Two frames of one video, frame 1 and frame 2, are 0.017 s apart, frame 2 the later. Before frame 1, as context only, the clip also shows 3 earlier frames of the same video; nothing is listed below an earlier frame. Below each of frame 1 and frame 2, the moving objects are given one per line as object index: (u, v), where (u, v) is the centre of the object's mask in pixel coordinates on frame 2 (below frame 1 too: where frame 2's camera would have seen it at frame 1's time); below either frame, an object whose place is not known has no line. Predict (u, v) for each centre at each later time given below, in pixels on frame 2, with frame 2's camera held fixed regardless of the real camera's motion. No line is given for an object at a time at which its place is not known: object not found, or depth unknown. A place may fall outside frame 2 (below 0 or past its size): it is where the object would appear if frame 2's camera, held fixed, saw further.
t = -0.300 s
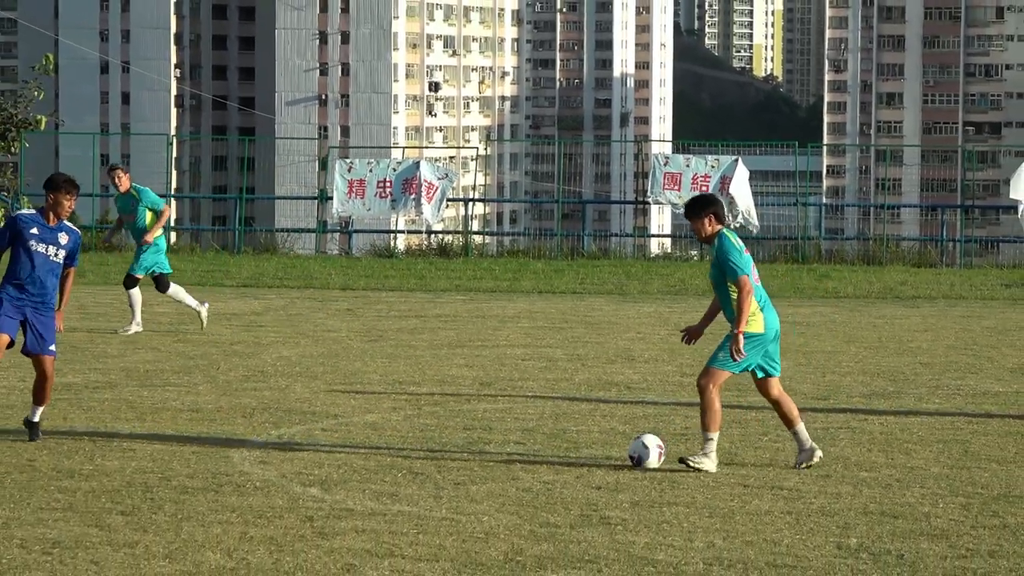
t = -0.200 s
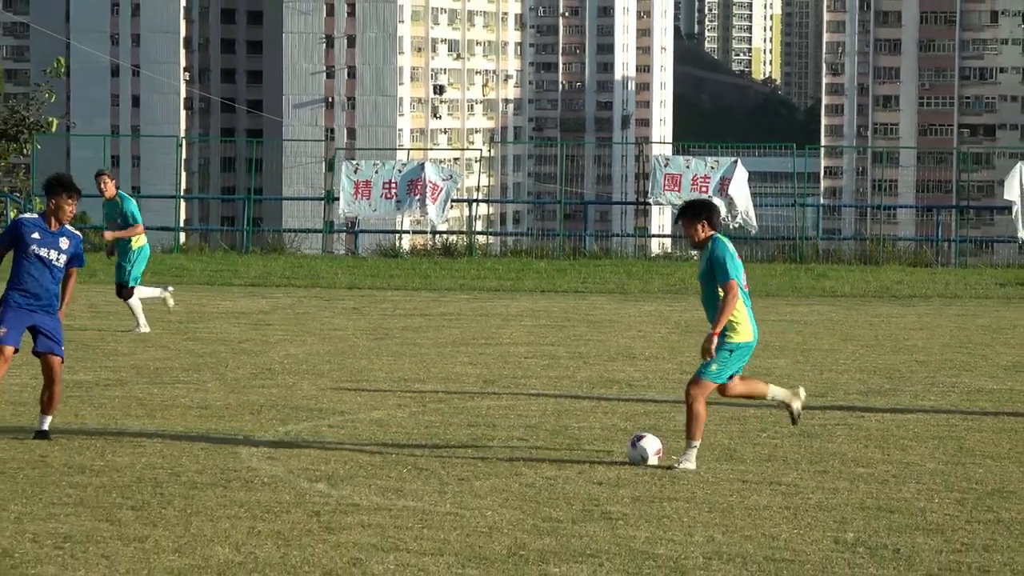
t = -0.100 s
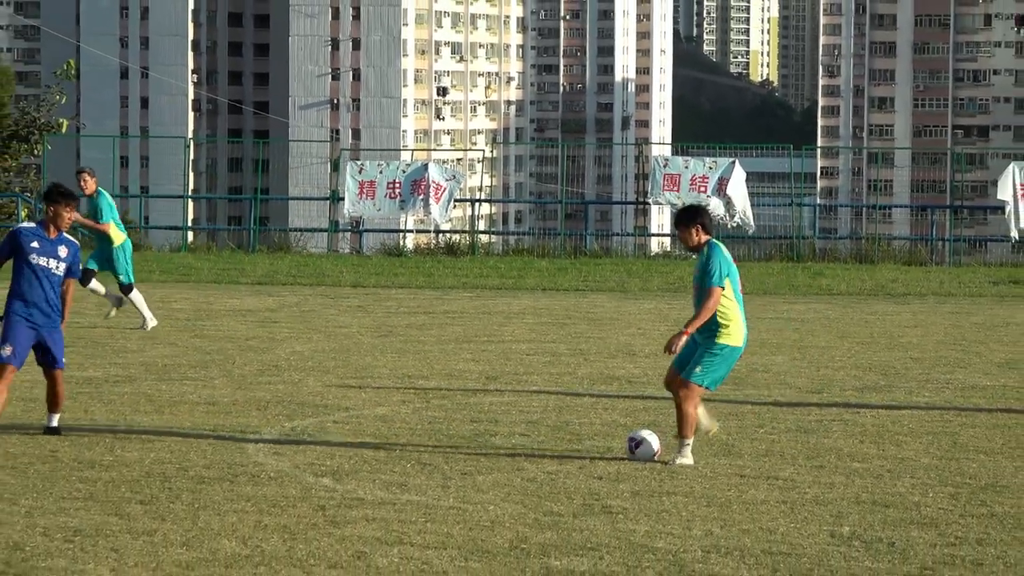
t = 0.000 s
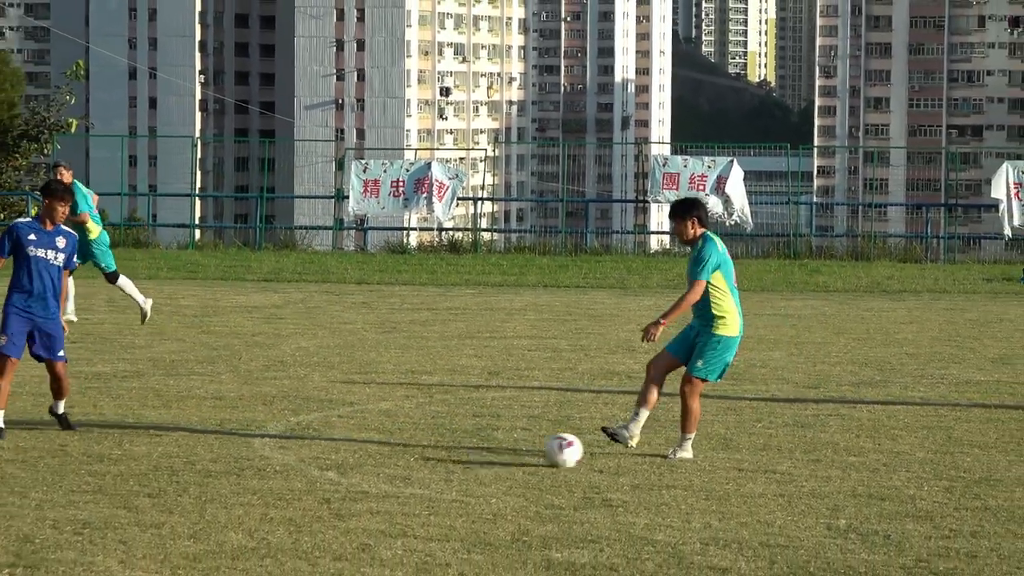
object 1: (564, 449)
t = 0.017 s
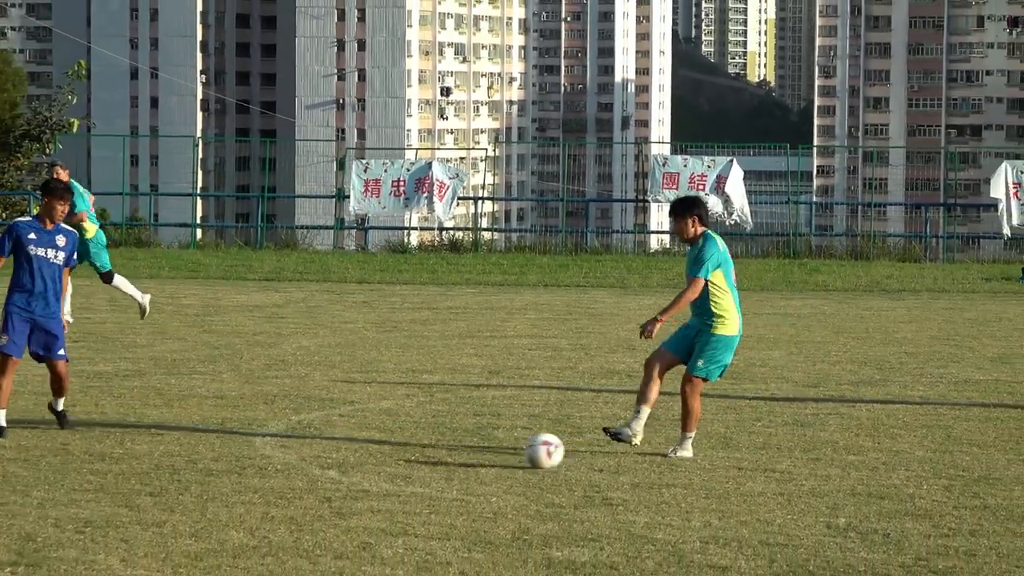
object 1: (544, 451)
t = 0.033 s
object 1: (525, 453)
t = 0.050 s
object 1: (505, 454)
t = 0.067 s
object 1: (485, 457)
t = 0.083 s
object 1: (464, 459)
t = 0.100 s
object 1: (444, 462)
